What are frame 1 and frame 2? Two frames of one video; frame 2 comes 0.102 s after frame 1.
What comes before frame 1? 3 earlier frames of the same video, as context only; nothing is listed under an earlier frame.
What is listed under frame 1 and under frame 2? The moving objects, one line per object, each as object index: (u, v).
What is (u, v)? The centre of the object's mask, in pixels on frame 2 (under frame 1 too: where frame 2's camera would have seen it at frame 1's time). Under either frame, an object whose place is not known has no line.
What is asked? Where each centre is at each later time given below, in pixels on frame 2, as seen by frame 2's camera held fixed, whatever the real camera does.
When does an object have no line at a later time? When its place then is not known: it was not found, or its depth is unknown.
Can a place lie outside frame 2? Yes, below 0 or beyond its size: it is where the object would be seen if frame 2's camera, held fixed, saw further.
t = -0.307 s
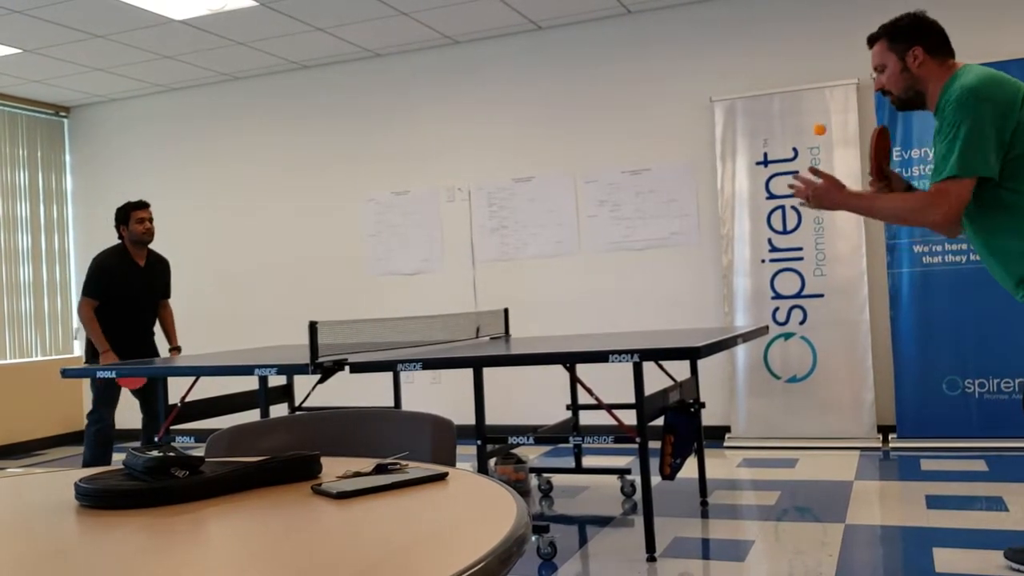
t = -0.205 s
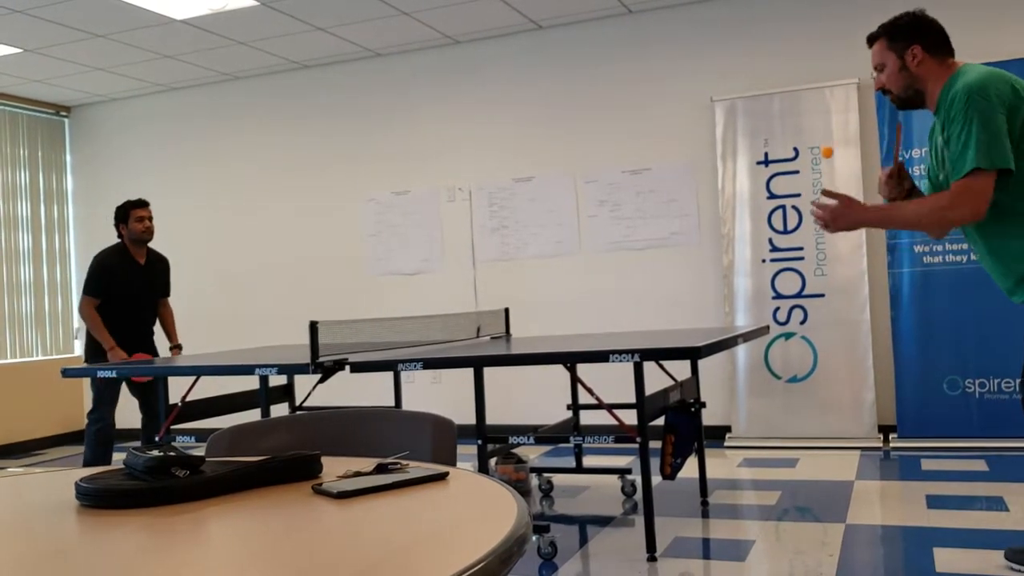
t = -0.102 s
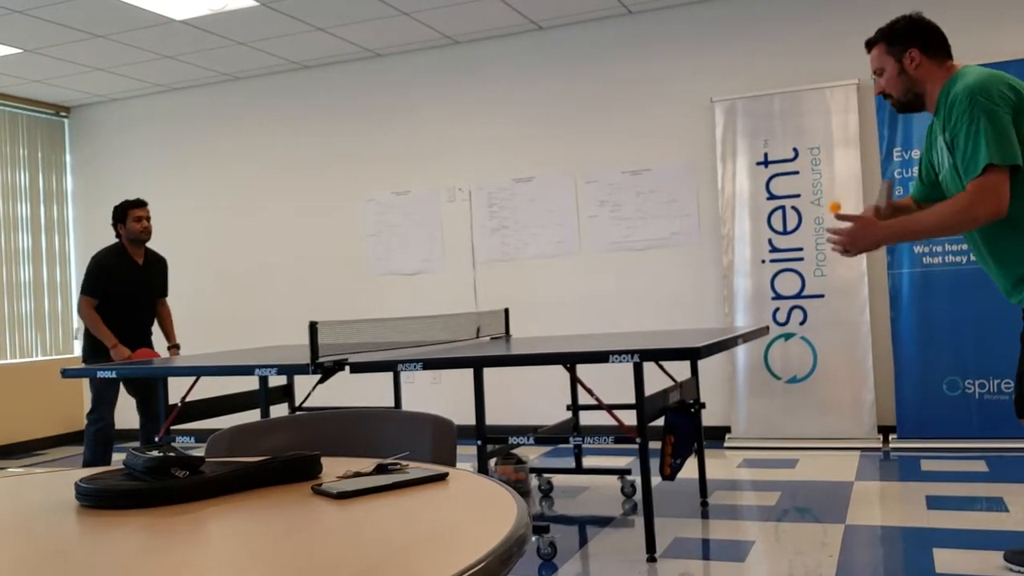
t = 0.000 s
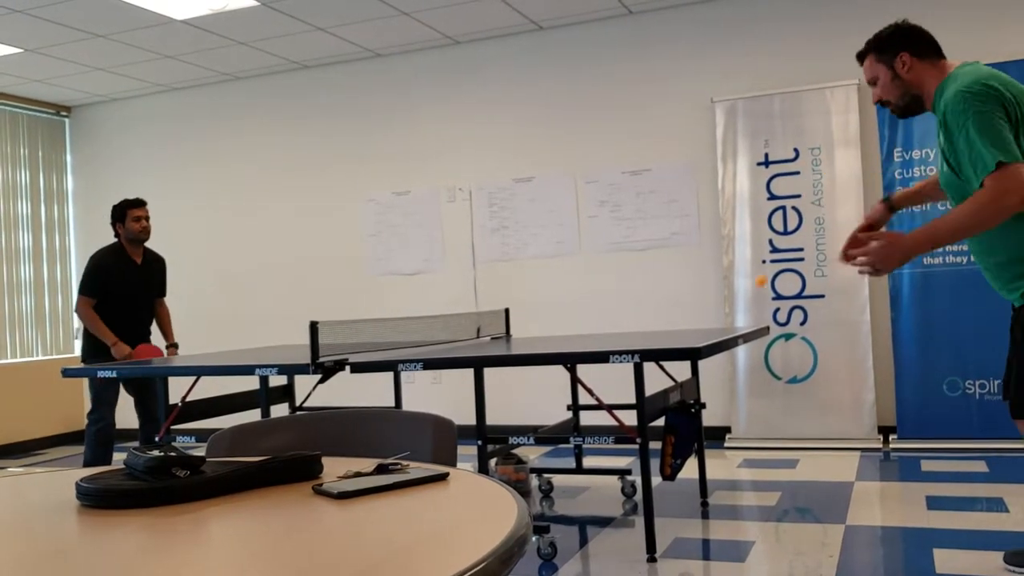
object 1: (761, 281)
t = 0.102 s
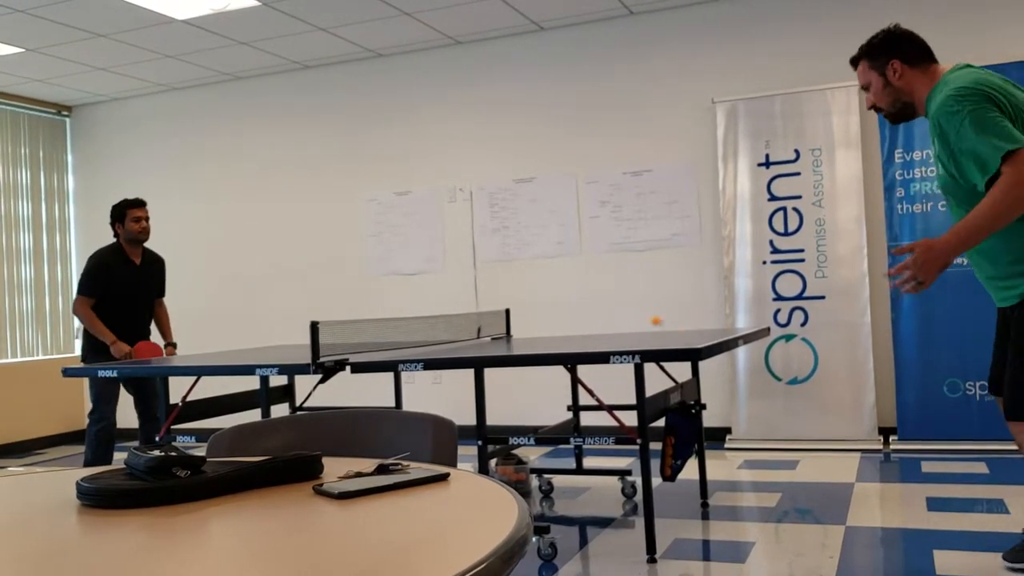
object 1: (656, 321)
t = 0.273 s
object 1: (533, 276)
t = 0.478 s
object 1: (429, 307)
